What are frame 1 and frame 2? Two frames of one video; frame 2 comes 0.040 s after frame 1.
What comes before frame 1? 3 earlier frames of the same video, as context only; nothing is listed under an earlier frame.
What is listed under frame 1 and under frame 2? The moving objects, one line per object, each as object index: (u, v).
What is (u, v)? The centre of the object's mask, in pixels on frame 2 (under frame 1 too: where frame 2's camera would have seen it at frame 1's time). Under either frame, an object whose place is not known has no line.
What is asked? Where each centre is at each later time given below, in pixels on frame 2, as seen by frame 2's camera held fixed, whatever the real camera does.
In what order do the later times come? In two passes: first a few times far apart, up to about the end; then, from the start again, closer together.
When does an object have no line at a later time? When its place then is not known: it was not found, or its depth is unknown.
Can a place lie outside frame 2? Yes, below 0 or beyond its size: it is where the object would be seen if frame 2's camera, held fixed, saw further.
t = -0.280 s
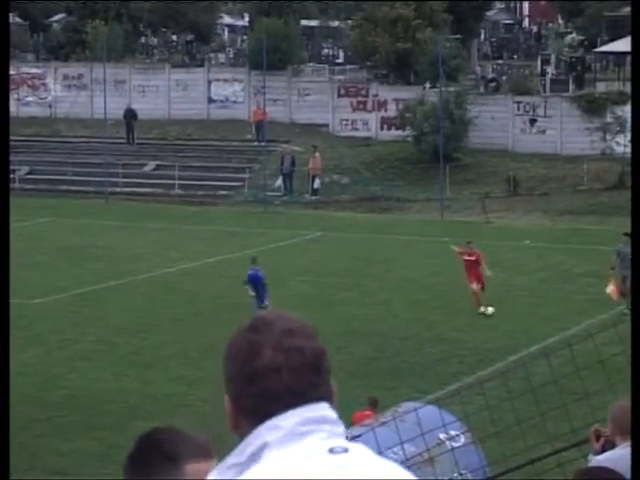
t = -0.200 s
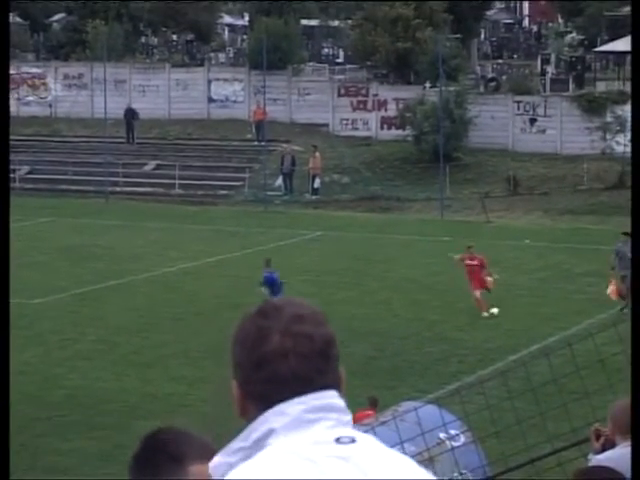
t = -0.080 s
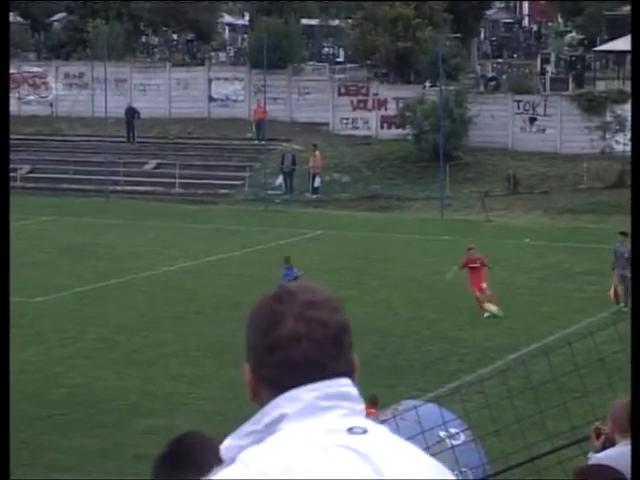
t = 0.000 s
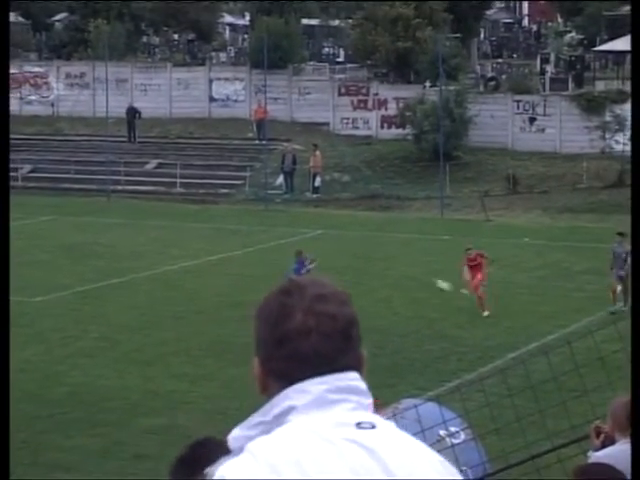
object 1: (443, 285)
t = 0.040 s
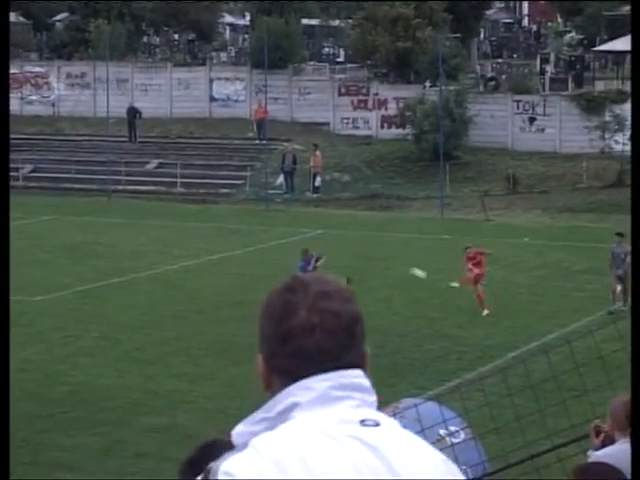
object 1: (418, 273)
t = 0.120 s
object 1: (368, 250)
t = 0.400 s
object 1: (175, 163)
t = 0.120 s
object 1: (368, 250)
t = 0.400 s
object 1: (175, 163)
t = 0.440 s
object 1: (144, 150)
